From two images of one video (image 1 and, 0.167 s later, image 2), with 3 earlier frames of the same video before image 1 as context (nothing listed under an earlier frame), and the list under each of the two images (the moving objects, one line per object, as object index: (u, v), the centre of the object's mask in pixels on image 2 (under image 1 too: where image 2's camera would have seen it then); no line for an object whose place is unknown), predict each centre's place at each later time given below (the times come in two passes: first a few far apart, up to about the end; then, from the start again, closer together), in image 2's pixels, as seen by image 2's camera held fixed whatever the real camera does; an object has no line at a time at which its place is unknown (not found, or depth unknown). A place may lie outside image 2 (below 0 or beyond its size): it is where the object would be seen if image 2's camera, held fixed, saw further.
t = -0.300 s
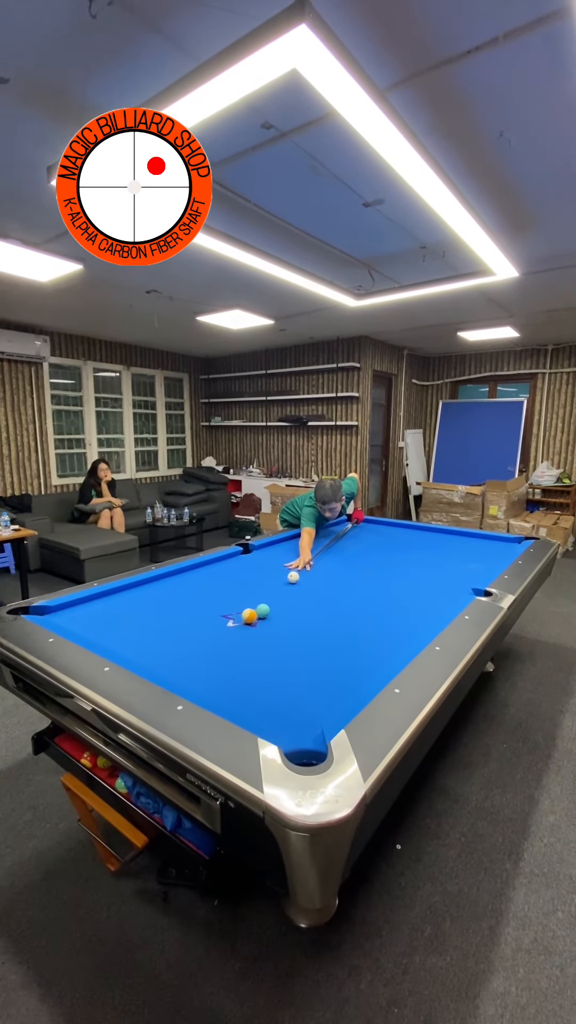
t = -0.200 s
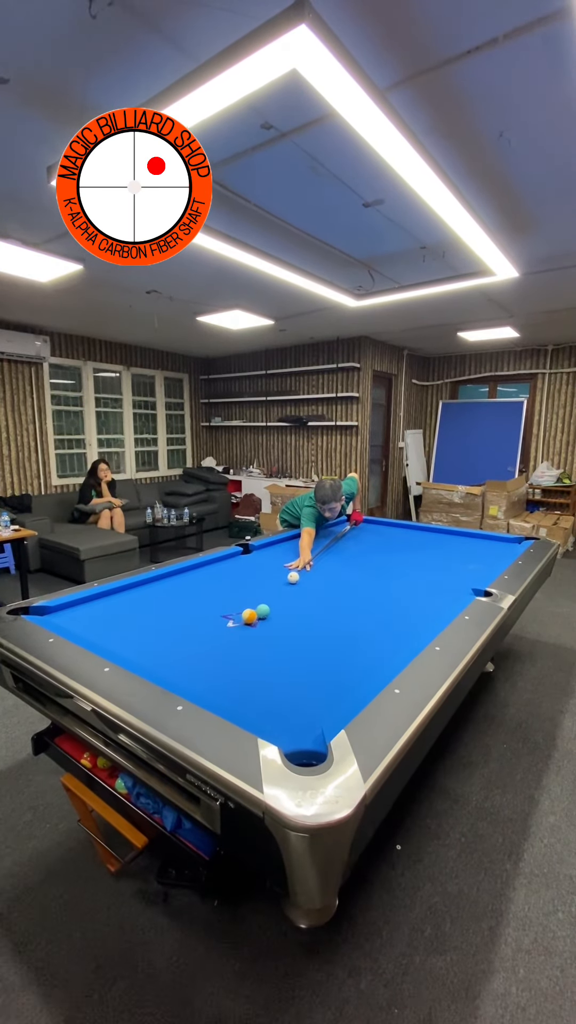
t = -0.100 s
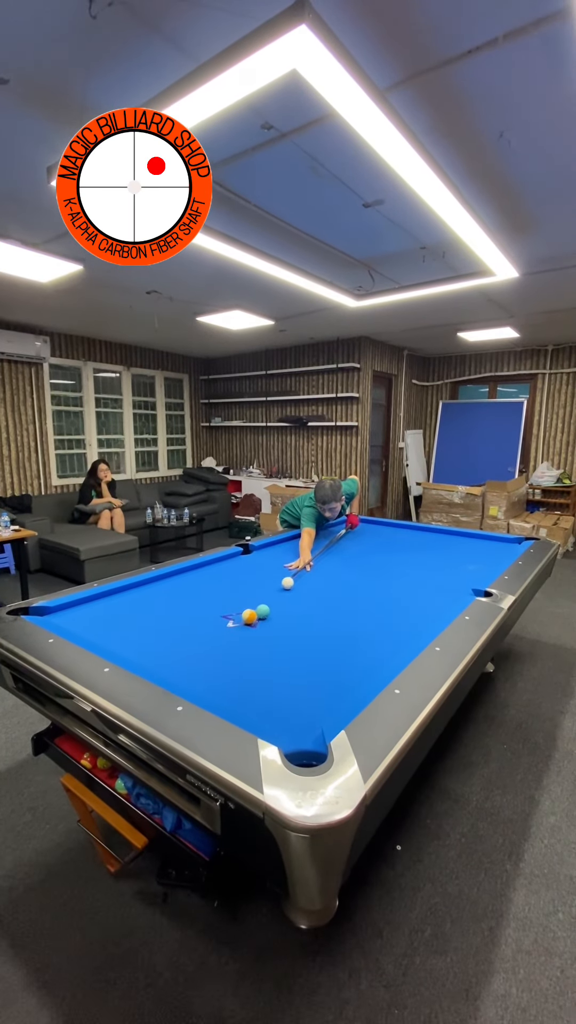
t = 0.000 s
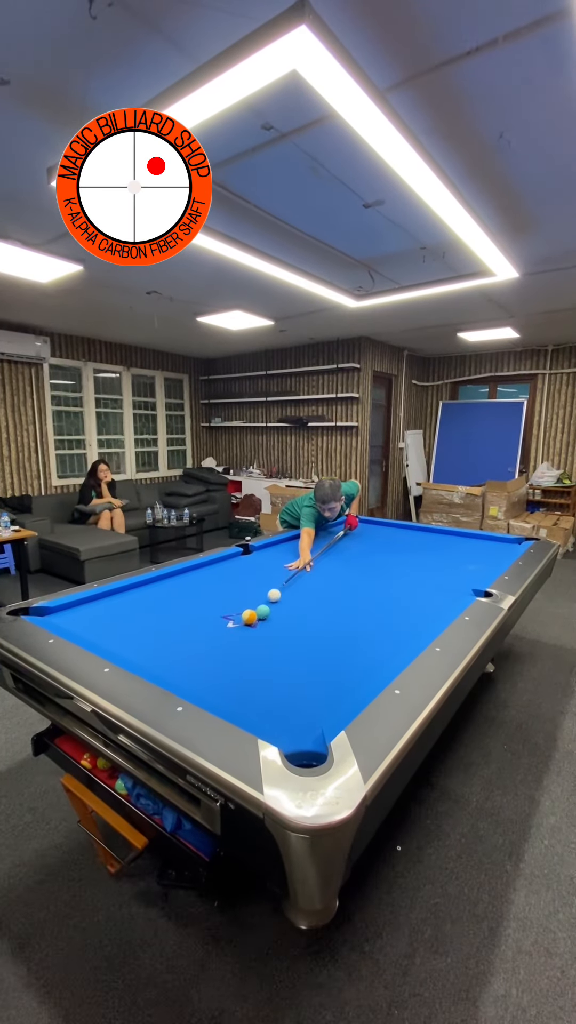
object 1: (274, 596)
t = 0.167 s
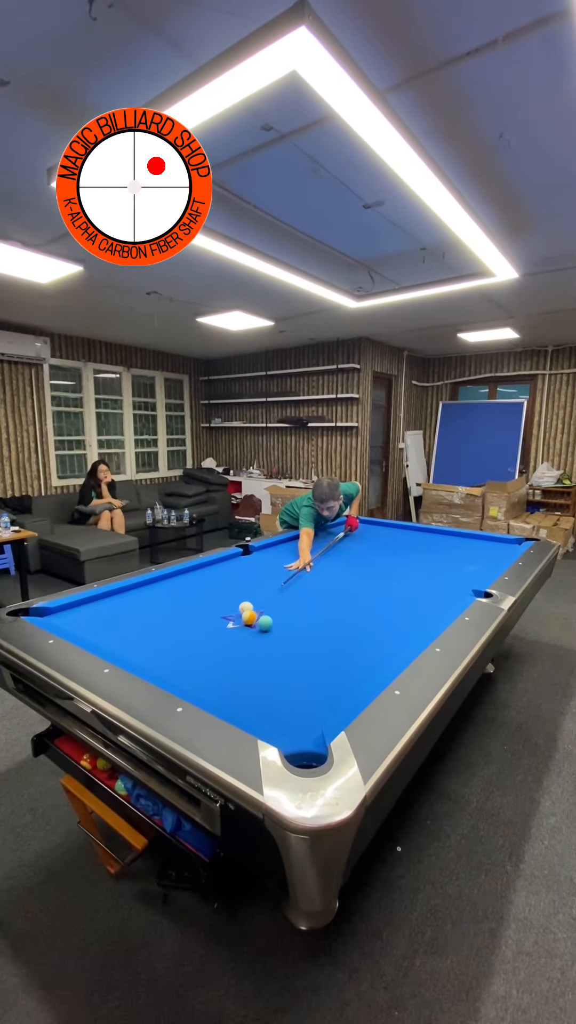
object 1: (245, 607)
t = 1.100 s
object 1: (113, 627)
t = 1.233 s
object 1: (118, 620)
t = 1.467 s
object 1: (127, 609)
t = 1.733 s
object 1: (135, 599)
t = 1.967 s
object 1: (142, 591)
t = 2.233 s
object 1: (148, 584)
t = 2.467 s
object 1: (158, 582)
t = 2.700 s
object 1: (169, 580)
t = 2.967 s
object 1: (180, 580)
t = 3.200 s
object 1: (188, 579)
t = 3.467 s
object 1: (196, 578)
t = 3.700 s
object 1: (202, 577)
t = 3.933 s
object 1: (207, 577)
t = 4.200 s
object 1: (212, 576)
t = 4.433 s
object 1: (215, 576)
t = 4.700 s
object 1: (217, 576)
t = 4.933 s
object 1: (218, 575)
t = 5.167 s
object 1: (218, 576)
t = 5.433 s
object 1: (218, 575)
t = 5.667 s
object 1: (218, 575)
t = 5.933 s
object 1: (218, 575)
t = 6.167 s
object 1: (218, 575)
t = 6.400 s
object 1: (218, 575)
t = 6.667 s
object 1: (218, 575)
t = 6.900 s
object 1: (218, 575)
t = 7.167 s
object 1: (218, 576)
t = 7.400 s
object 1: (218, 576)
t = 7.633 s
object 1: (218, 576)
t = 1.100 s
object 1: (113, 627)
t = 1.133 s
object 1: (114, 625)
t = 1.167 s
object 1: (115, 623)
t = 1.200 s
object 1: (117, 622)
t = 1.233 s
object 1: (118, 620)
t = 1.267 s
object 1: (119, 618)
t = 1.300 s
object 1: (121, 617)
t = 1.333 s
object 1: (122, 615)
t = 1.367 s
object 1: (123, 614)
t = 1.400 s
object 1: (124, 612)
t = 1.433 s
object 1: (126, 611)
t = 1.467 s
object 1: (127, 609)
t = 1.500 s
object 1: (128, 608)
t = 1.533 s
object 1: (129, 607)
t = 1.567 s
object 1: (130, 605)
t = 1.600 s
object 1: (131, 604)
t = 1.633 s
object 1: (132, 603)
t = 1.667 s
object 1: (133, 601)
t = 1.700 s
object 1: (134, 600)
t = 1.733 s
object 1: (135, 599)
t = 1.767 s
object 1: (136, 598)
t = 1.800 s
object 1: (137, 597)
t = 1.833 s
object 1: (138, 595)
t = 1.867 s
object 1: (139, 594)
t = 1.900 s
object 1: (140, 593)
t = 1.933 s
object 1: (141, 592)
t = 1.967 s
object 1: (142, 591)
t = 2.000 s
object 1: (142, 590)
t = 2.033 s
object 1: (143, 589)
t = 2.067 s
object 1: (144, 588)
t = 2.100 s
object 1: (145, 587)
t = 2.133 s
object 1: (146, 586)
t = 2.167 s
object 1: (147, 585)
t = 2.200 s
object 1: (147, 585)
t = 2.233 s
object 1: (148, 584)
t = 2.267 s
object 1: (148, 583)
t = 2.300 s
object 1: (150, 582)
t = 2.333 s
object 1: (152, 582)
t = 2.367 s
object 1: (153, 582)
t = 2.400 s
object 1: (155, 582)
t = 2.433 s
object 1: (157, 582)
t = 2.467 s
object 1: (158, 582)
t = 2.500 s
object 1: (160, 581)
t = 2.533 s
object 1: (162, 581)
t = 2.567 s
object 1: (163, 581)
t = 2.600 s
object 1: (165, 581)
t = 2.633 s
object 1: (166, 581)
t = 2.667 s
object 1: (167, 581)
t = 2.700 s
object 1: (169, 580)
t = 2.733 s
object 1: (170, 580)
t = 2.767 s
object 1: (172, 580)
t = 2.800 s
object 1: (173, 580)
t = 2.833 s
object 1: (175, 580)
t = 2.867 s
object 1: (176, 580)
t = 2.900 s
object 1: (177, 580)
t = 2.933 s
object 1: (179, 580)
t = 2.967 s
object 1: (180, 580)
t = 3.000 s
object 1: (181, 579)
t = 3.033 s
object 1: (182, 579)
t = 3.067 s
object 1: (183, 579)
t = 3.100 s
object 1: (185, 579)
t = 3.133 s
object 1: (186, 579)
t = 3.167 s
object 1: (187, 579)
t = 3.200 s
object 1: (188, 579)
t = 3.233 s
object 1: (189, 578)
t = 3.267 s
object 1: (190, 578)
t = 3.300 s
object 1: (191, 578)
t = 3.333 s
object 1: (192, 578)
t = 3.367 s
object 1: (193, 578)
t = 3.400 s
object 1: (194, 578)
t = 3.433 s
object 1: (195, 578)
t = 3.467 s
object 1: (196, 578)
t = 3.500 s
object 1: (197, 578)
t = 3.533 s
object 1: (198, 578)
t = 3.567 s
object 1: (199, 578)
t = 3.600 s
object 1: (200, 578)
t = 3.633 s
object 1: (201, 577)
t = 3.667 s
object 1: (201, 577)
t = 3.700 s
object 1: (202, 577)
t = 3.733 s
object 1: (203, 577)
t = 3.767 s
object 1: (204, 577)
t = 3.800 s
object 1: (204, 577)
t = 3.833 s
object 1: (205, 577)
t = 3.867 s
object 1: (206, 577)
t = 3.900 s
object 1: (206, 577)
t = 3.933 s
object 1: (207, 577)
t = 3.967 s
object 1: (208, 576)
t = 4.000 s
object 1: (208, 576)
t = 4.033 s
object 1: (209, 576)
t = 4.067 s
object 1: (210, 576)
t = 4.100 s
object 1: (210, 576)
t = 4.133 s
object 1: (211, 576)
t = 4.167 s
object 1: (211, 576)
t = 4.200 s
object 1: (212, 576)
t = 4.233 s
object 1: (212, 576)
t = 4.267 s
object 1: (213, 576)
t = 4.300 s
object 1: (213, 576)
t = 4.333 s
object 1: (214, 576)
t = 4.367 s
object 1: (214, 576)
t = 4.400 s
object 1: (214, 576)
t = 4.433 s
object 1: (215, 576)
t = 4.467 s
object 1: (215, 576)
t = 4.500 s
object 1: (215, 576)
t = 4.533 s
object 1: (216, 576)
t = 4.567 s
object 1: (216, 576)
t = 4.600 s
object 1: (216, 576)
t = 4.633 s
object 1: (217, 576)
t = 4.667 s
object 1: (217, 576)
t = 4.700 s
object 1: (217, 576)
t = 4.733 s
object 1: (217, 576)
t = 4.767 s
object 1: (218, 575)
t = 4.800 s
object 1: (218, 575)
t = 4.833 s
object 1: (218, 575)
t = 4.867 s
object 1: (218, 575)
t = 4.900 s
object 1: (218, 575)
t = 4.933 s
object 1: (218, 575)
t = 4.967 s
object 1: (218, 575)
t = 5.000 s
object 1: (218, 575)
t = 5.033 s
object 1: (218, 575)
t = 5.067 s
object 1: (218, 575)
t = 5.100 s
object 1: (218, 575)
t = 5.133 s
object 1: (218, 575)
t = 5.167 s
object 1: (218, 576)
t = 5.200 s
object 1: (218, 575)
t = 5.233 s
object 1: (218, 575)
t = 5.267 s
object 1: (218, 575)
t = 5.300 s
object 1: (218, 575)
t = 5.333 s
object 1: (218, 575)
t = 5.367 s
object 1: (218, 575)
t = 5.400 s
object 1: (218, 575)
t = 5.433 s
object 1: (218, 575)
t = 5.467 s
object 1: (218, 576)
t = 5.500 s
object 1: (218, 576)
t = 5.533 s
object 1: (218, 575)
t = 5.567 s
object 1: (218, 575)
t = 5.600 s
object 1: (218, 575)
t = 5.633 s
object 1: (218, 575)
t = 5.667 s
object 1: (218, 575)
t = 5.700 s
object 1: (218, 575)
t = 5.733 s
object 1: (218, 575)
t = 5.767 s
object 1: (218, 575)
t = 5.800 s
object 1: (218, 575)
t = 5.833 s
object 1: (218, 575)
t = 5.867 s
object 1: (218, 575)
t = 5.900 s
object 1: (218, 575)
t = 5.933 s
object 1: (218, 575)
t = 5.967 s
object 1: (218, 575)
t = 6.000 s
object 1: (218, 576)
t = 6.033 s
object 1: (218, 576)
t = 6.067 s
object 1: (218, 576)
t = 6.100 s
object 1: (218, 575)
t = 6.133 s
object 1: (218, 576)
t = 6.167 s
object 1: (218, 575)
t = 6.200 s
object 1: (218, 576)
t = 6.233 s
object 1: (218, 576)
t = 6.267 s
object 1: (218, 575)
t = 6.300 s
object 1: (218, 576)
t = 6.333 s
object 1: (218, 575)
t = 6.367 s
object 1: (218, 575)
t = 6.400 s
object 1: (218, 575)
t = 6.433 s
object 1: (218, 575)
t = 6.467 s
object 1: (218, 575)
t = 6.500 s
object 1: (218, 575)
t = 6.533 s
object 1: (218, 575)
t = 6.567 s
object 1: (218, 576)
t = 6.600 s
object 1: (218, 576)
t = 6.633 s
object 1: (218, 576)
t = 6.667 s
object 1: (218, 575)
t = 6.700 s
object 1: (218, 576)
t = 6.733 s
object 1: (218, 576)
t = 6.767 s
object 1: (218, 575)
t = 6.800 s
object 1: (218, 575)
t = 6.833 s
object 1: (218, 575)
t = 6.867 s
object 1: (218, 575)
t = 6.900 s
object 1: (218, 575)
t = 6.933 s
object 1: (218, 575)
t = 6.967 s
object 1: (218, 576)
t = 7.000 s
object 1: (218, 575)
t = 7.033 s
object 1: (218, 575)
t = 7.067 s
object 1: (218, 576)
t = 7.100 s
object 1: (218, 576)
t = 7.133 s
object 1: (218, 575)
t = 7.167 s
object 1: (218, 576)
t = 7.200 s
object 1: (218, 576)
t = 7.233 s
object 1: (218, 576)
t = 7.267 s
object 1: (218, 576)
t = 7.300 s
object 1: (218, 576)
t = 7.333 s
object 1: (218, 576)
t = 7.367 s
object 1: (218, 576)
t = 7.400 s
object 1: (218, 576)
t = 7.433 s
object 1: (218, 576)
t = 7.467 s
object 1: (218, 576)
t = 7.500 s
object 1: (218, 576)
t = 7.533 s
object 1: (218, 576)
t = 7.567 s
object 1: (218, 576)
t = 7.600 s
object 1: (218, 576)
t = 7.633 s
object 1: (218, 576)
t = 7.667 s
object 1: (218, 576)
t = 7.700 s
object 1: (218, 576)
